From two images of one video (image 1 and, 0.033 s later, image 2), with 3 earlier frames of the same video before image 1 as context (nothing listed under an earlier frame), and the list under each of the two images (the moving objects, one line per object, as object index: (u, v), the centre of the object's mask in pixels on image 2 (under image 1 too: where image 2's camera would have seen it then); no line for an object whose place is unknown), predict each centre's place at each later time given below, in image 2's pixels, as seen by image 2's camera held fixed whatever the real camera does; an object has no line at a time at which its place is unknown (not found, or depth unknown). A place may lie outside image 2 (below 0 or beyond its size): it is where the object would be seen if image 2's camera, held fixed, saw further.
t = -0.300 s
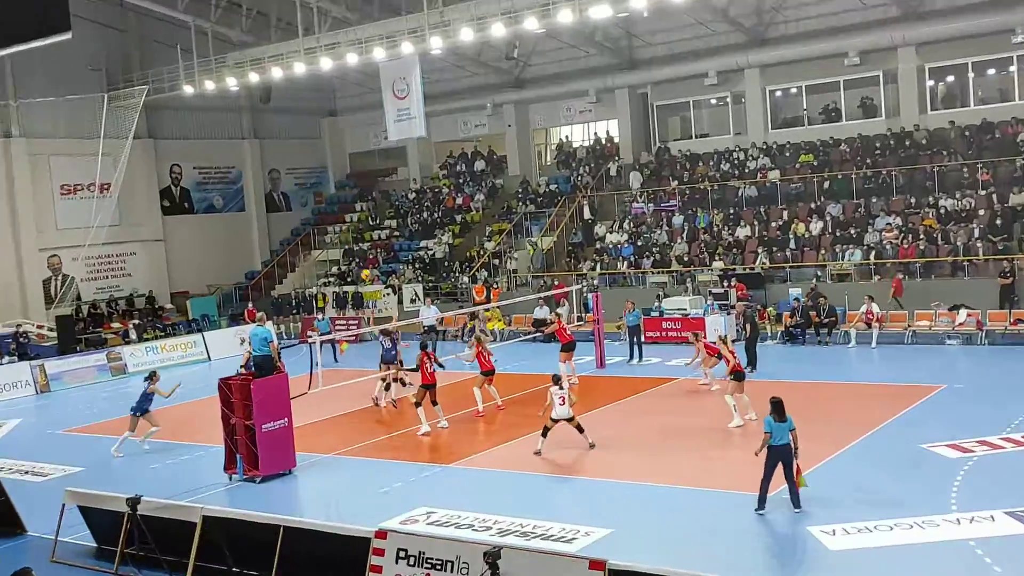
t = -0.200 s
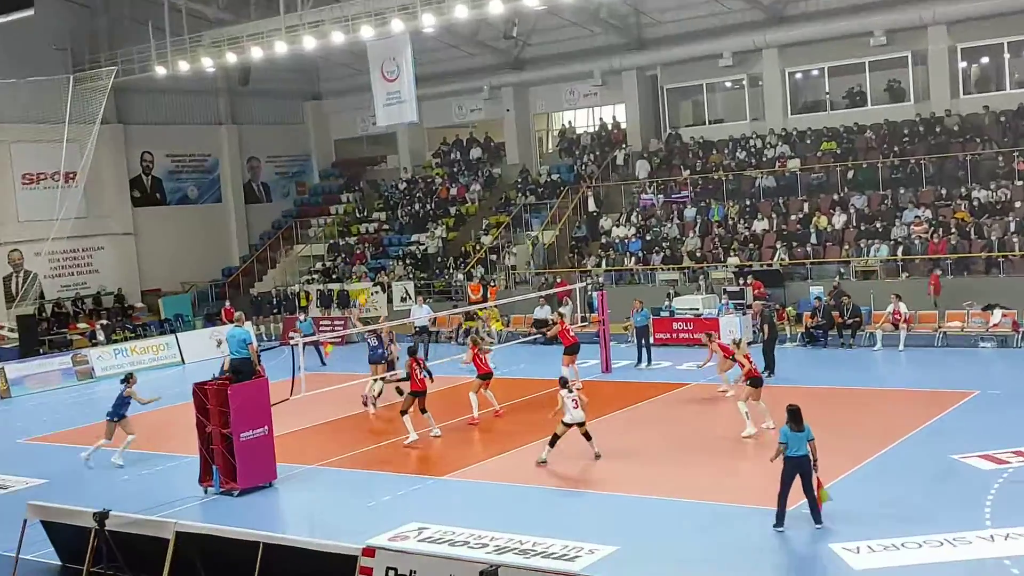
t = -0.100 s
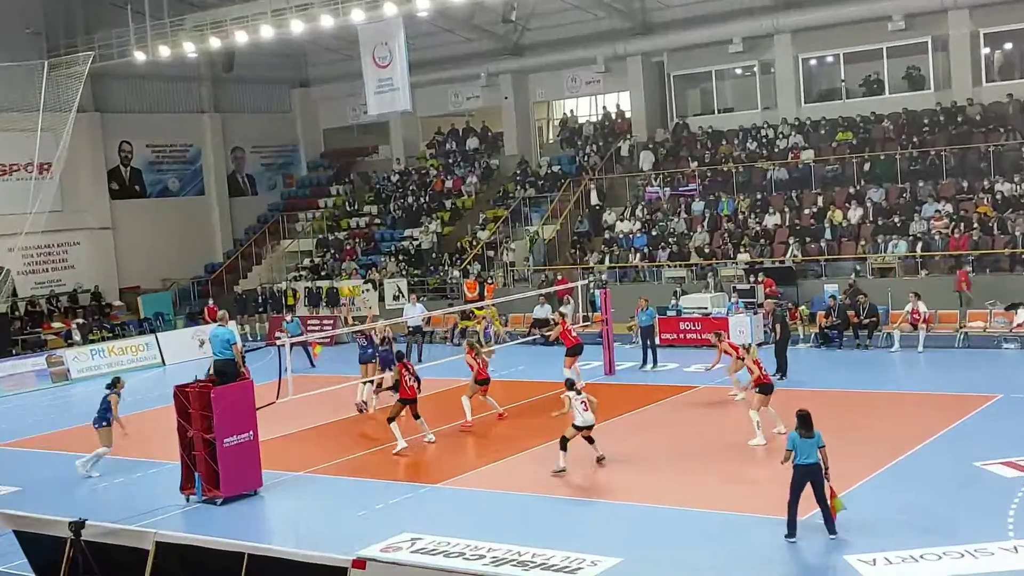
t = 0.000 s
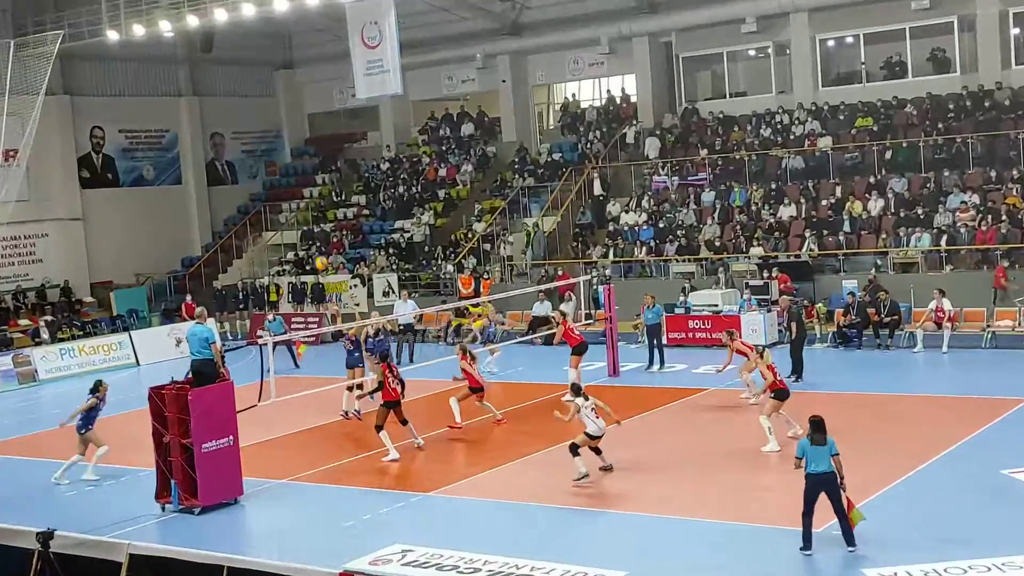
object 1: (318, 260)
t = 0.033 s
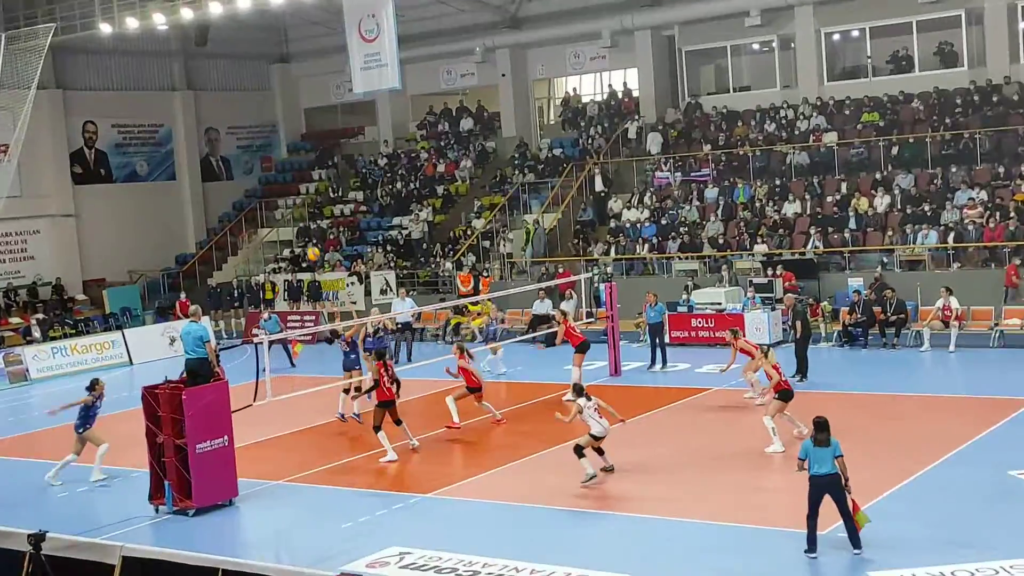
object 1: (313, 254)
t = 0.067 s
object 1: (308, 247)
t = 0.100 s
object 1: (303, 242)
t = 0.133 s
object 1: (297, 237)
